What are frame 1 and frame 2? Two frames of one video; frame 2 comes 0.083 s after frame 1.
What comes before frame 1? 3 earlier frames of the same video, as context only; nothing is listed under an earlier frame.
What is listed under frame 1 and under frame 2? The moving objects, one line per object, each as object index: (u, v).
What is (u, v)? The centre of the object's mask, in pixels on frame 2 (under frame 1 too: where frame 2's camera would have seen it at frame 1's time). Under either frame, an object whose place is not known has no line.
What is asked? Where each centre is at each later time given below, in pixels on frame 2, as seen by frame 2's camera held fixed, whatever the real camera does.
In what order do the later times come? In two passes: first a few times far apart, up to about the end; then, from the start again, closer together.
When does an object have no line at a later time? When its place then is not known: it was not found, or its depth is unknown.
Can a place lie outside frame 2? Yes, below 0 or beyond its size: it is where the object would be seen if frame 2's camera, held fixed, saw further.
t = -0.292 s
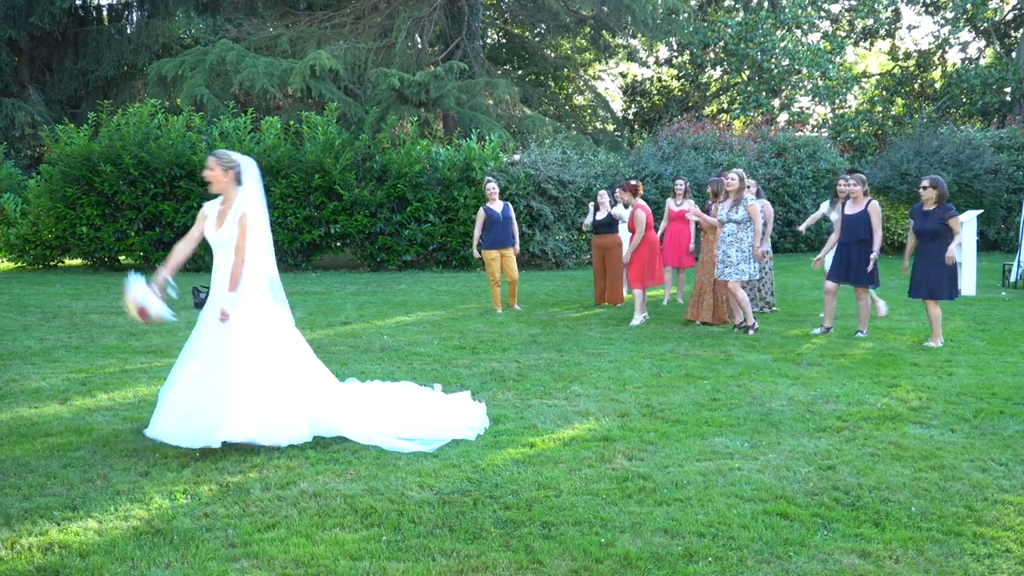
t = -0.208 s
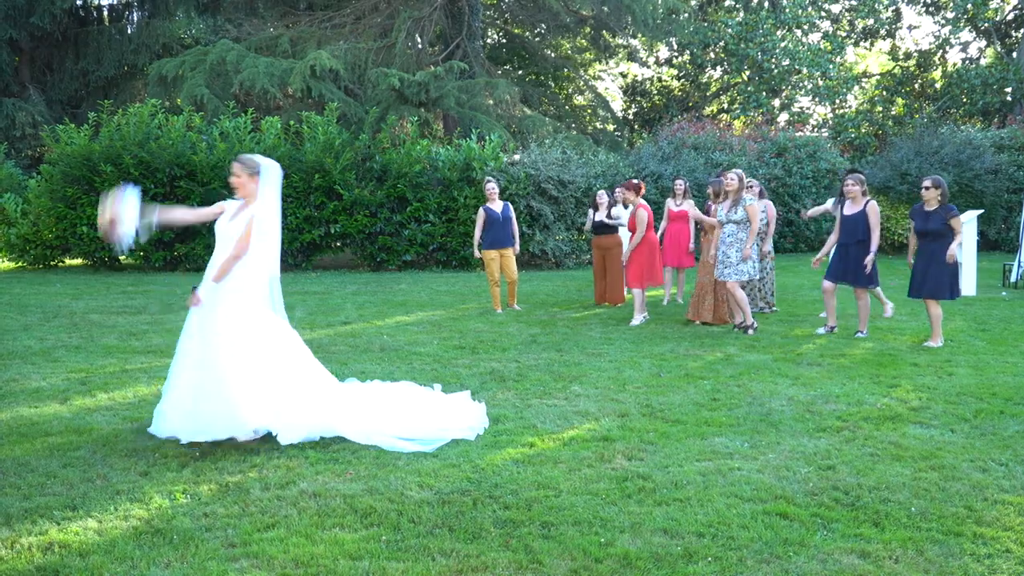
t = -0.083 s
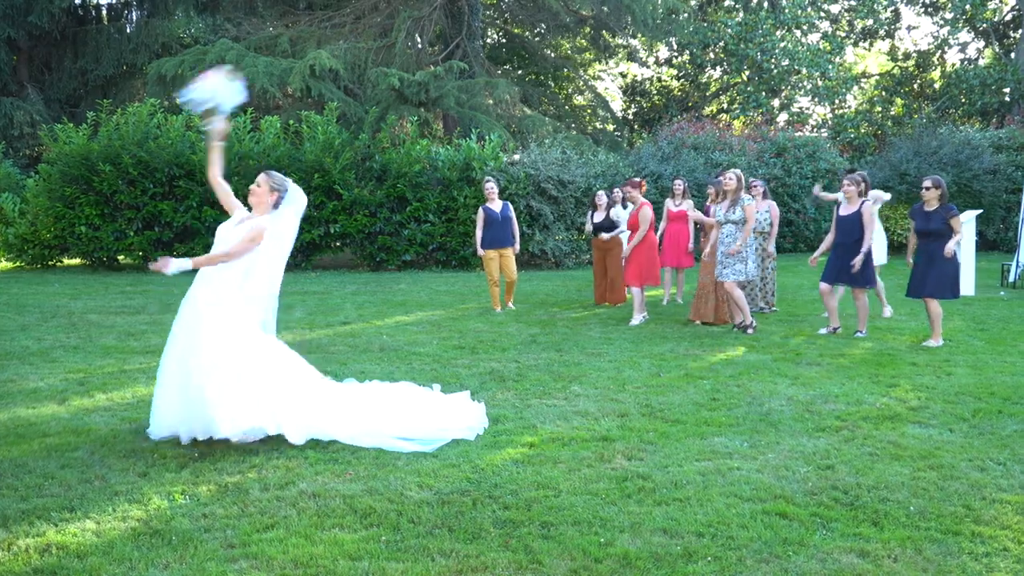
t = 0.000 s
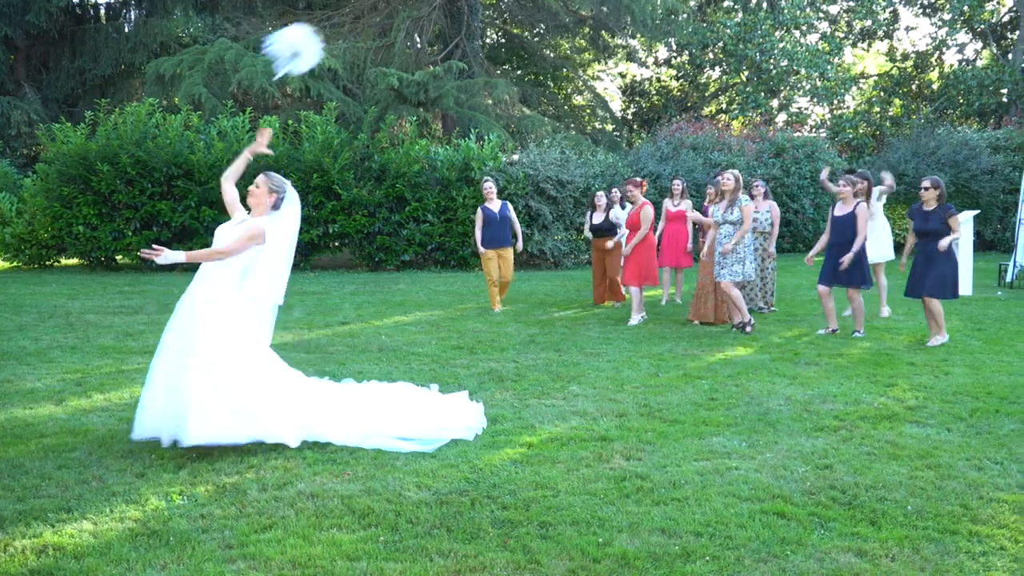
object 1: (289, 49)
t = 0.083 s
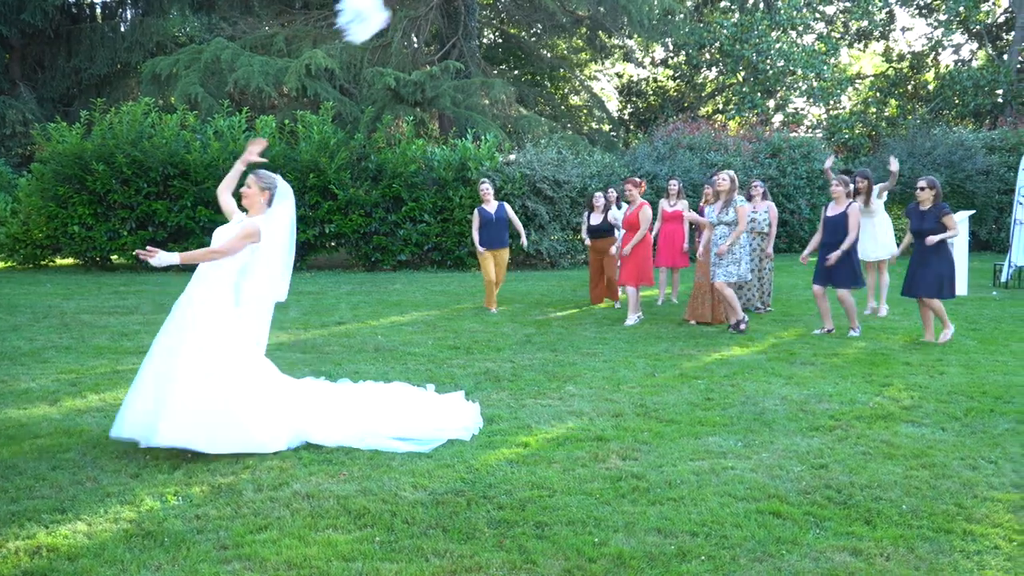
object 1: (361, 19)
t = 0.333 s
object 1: (538, 7)
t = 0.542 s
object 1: (639, 44)
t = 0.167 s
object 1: (427, 8)
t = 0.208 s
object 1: (459, 6)
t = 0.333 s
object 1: (538, 7)
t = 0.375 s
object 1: (562, 10)
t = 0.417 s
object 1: (583, 13)
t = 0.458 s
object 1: (603, 22)
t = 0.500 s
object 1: (621, 32)
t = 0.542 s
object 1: (639, 44)
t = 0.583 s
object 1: (656, 57)
